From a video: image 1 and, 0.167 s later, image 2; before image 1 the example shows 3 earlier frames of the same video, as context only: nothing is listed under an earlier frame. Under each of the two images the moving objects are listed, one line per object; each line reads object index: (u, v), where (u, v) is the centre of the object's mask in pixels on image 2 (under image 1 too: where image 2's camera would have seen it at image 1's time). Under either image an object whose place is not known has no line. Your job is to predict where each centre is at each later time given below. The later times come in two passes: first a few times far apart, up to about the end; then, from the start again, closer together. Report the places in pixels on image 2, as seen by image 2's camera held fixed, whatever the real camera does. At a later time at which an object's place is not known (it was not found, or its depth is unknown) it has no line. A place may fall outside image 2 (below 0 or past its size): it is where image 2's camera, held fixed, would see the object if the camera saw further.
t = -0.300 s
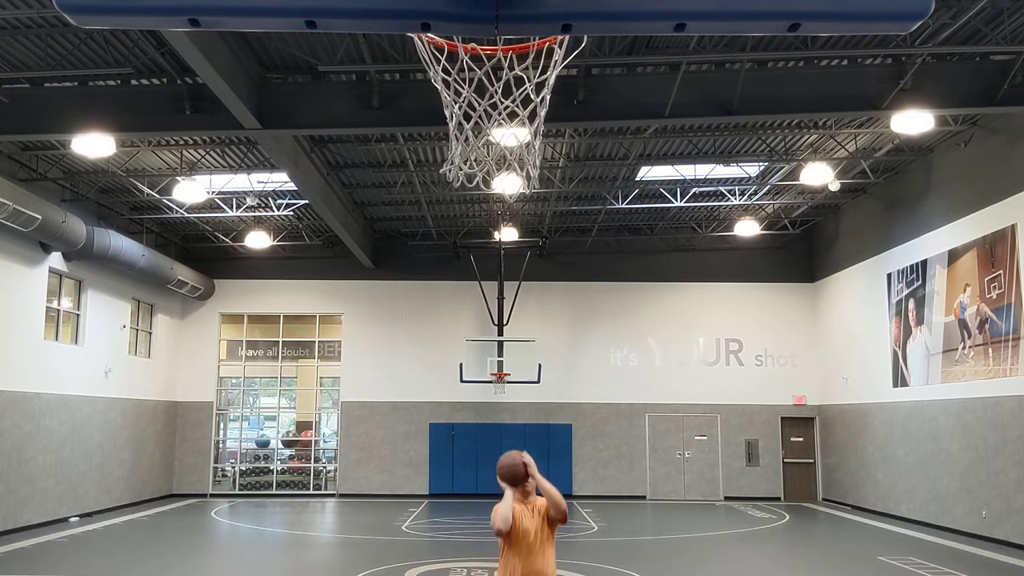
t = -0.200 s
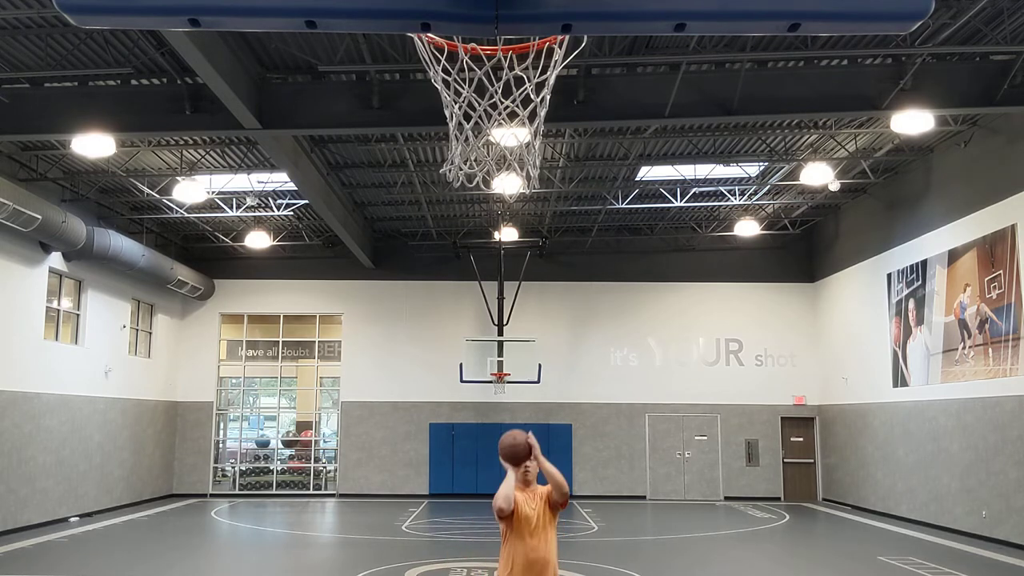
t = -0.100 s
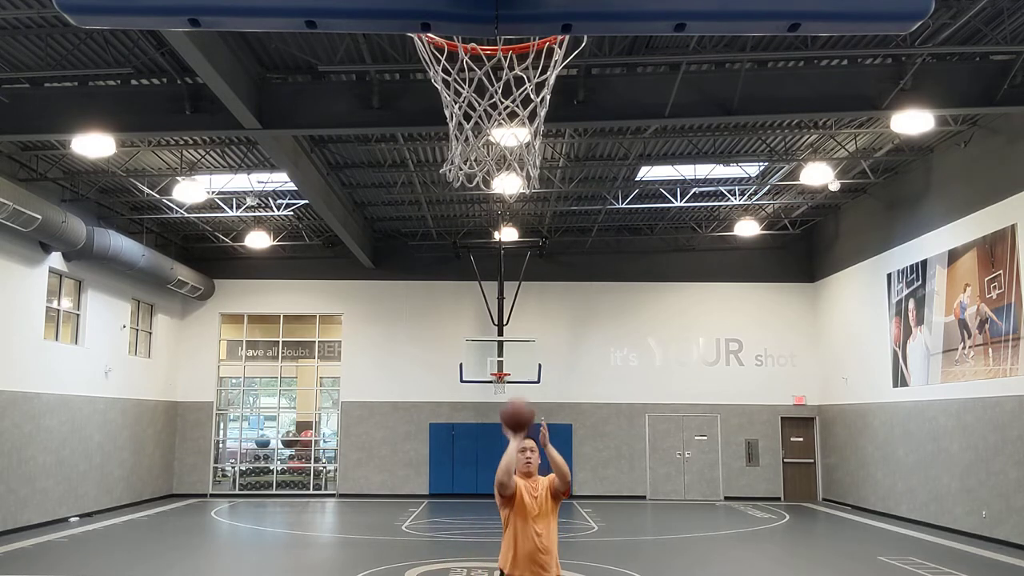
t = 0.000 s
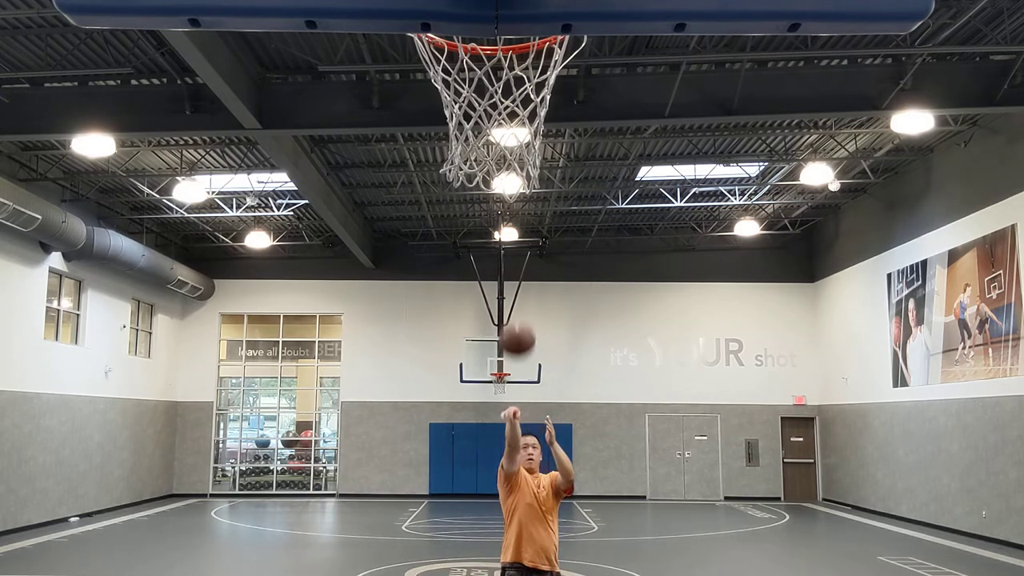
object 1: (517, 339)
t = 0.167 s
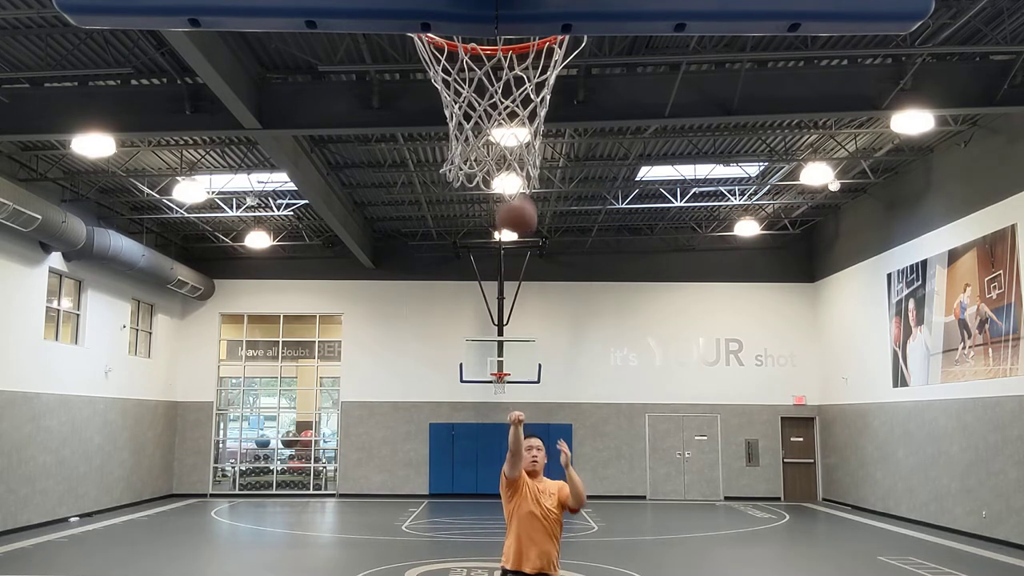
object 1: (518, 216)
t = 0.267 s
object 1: (512, 153)
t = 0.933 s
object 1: (488, 82)
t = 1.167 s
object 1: (457, 298)
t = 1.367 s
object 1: (439, 559)
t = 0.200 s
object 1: (517, 197)
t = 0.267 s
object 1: (512, 153)
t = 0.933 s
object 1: (488, 82)
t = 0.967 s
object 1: (479, 134)
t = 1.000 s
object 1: (474, 165)
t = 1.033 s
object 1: (467, 184)
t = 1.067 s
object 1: (463, 210)
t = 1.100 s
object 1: (461, 237)
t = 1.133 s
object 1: (460, 265)
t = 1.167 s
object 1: (457, 298)
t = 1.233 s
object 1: (451, 379)
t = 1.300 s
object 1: (446, 469)
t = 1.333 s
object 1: (443, 521)
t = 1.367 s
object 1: (439, 559)
